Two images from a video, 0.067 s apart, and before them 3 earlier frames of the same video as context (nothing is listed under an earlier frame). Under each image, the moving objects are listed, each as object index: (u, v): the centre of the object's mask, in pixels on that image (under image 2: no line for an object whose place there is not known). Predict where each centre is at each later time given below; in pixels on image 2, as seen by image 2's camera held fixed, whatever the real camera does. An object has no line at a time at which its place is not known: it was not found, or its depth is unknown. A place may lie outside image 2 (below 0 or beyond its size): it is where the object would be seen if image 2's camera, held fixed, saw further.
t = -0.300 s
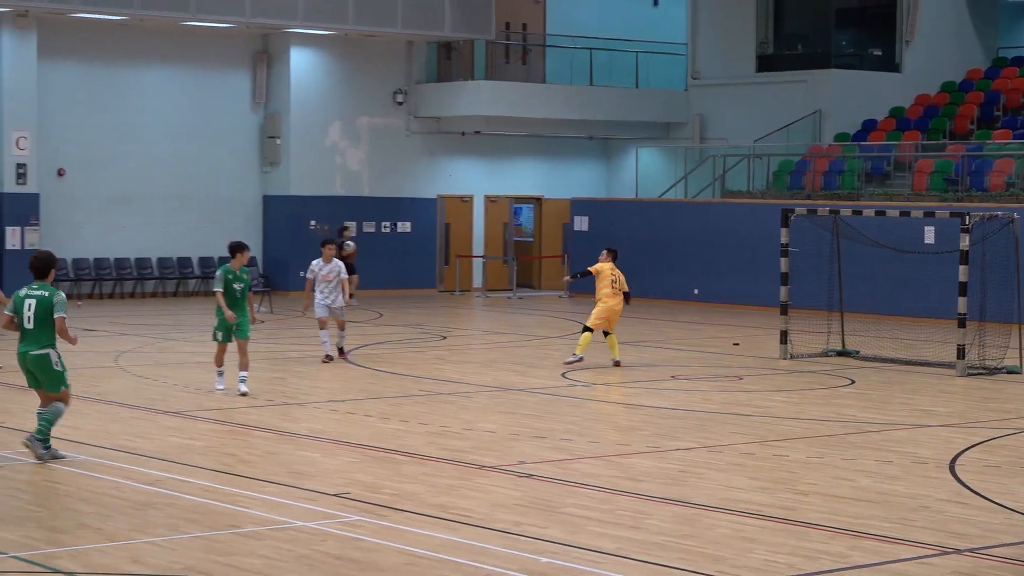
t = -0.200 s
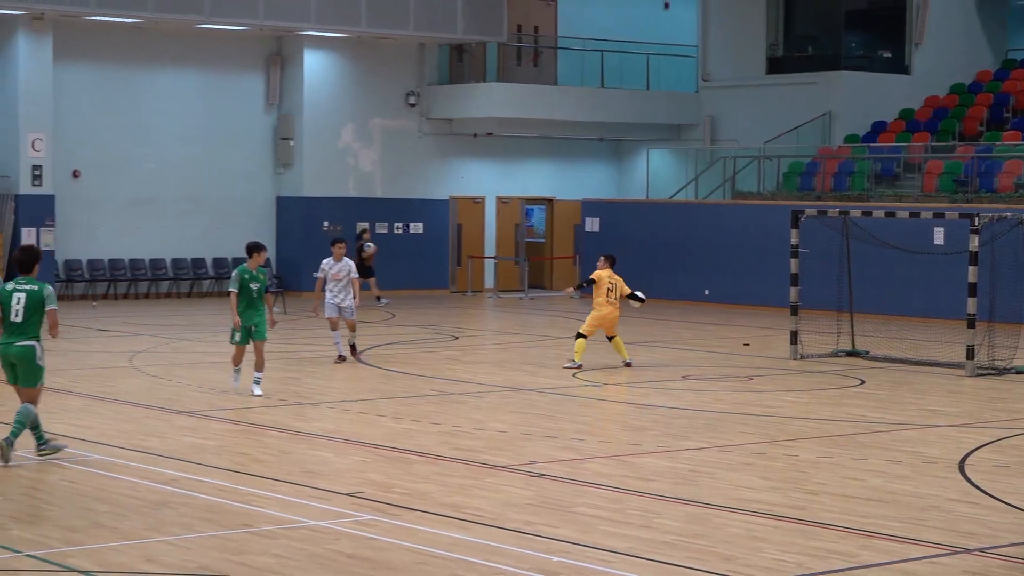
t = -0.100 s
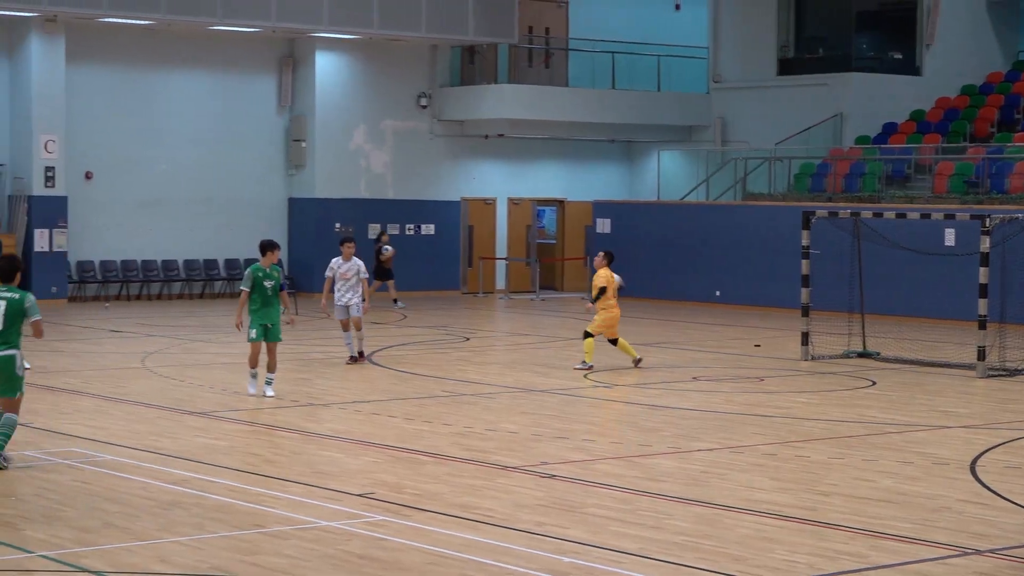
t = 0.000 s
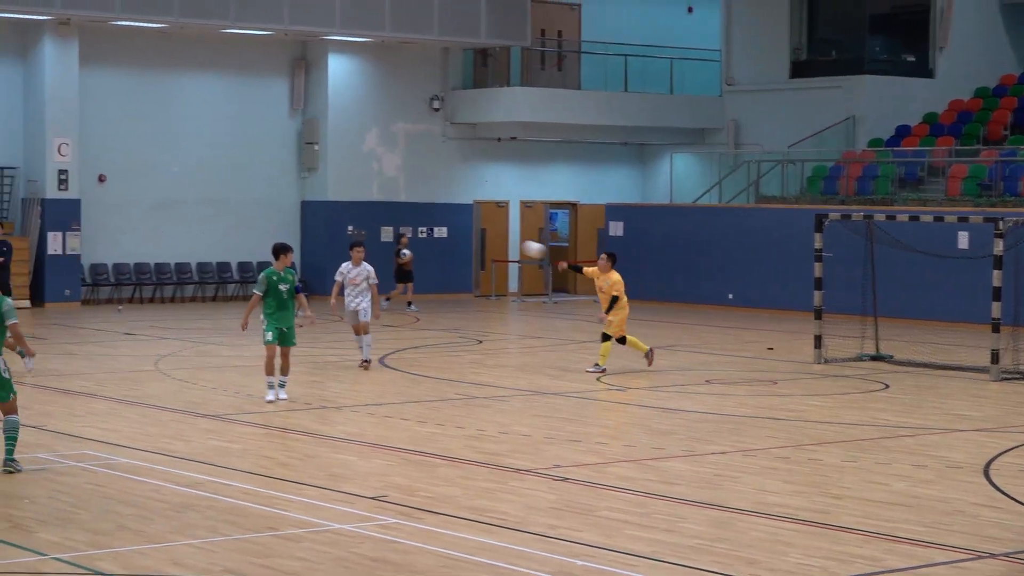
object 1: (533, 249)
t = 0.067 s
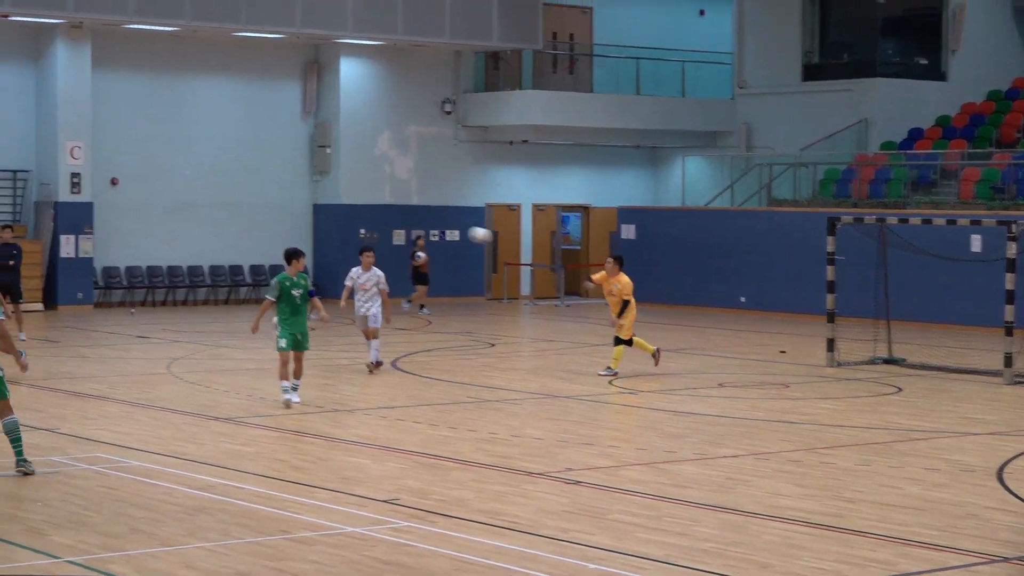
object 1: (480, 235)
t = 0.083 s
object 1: (465, 231)
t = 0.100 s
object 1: (449, 228)
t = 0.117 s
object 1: (433, 225)
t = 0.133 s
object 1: (417, 222)
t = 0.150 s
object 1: (400, 218)
